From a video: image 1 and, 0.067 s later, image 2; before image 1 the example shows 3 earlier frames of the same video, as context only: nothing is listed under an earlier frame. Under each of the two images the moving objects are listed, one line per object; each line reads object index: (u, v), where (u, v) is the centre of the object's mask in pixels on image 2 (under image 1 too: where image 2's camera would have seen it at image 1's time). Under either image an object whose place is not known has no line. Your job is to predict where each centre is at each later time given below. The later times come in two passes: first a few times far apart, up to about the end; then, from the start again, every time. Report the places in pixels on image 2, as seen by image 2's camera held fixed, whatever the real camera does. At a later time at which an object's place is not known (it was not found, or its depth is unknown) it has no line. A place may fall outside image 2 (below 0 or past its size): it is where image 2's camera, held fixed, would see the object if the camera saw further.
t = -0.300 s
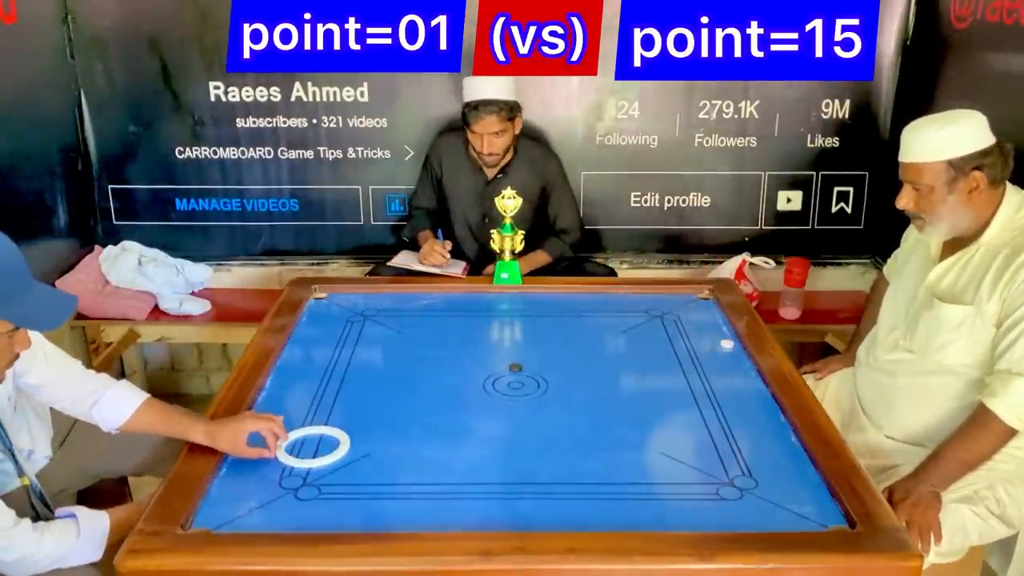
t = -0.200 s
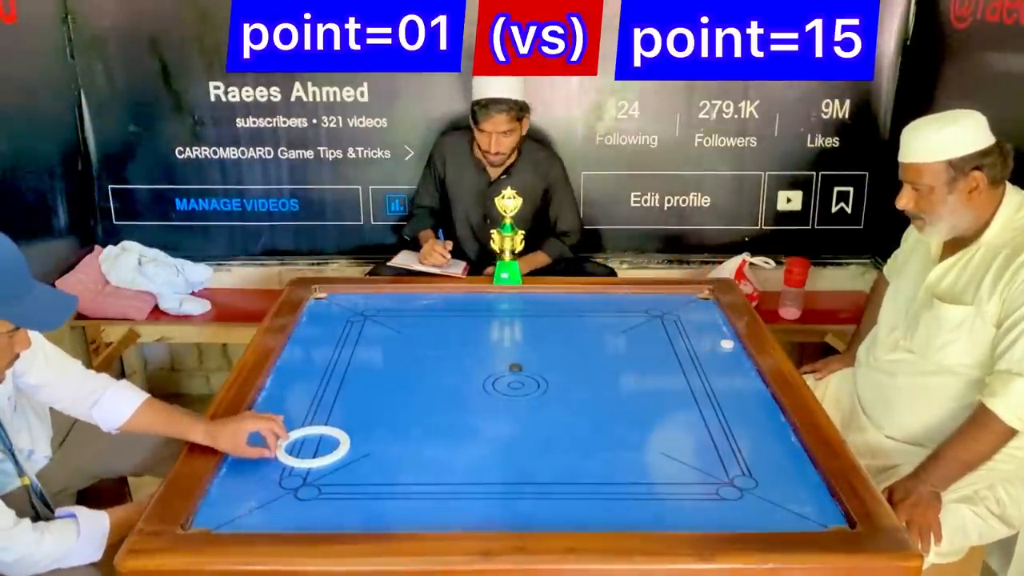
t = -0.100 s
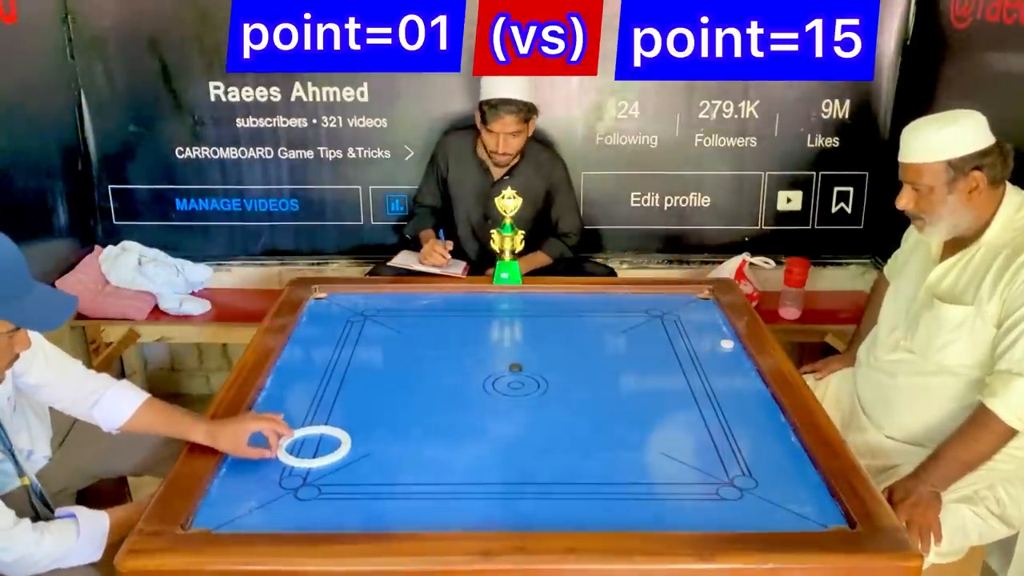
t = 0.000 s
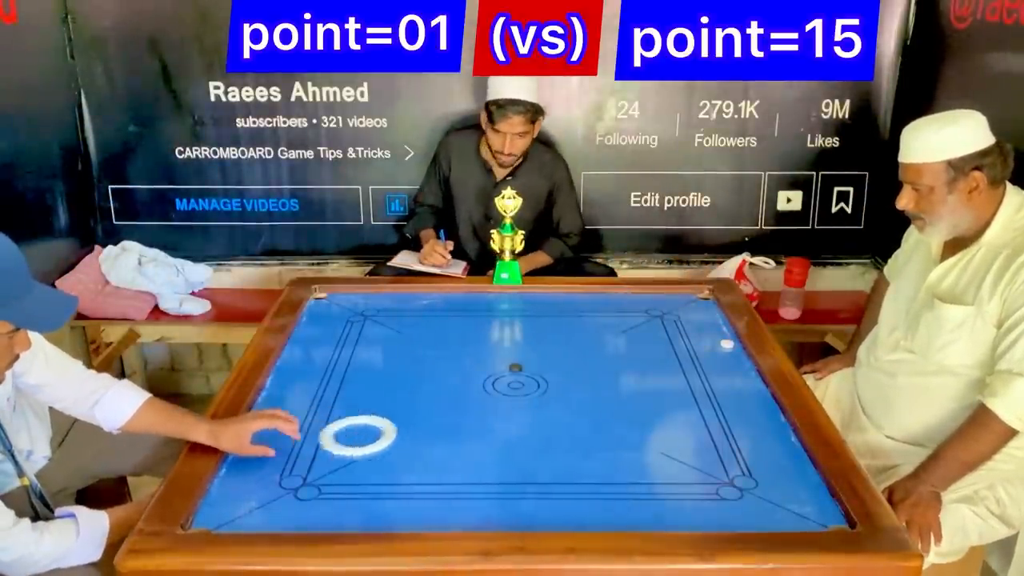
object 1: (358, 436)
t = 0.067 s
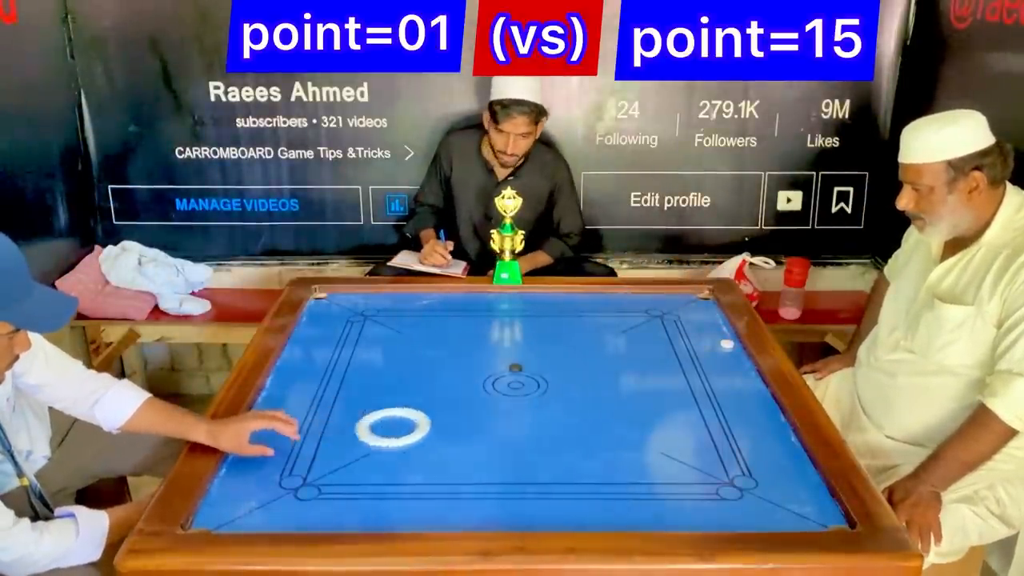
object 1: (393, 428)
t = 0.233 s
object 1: (473, 409)
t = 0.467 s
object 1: (571, 386)
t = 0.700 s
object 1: (656, 366)
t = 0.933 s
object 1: (710, 352)
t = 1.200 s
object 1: (657, 346)
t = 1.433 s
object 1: (613, 342)
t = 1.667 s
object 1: (574, 338)
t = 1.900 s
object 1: (537, 335)
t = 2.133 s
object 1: (502, 333)
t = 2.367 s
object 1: (470, 331)
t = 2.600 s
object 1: (439, 331)
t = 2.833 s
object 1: (410, 330)
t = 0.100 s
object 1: (409, 424)
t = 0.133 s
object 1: (426, 419)
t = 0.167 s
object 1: (441, 416)
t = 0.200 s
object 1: (457, 412)
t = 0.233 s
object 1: (473, 409)
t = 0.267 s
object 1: (488, 405)
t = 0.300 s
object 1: (502, 402)
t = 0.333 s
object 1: (517, 398)
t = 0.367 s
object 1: (531, 395)
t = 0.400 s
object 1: (544, 392)
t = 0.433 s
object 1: (558, 389)
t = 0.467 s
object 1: (571, 386)
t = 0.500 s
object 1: (584, 383)
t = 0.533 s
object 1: (597, 380)
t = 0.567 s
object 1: (609, 377)
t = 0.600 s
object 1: (621, 374)
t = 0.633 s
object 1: (633, 371)
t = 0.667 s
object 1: (645, 369)
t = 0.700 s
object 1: (656, 366)
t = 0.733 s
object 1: (668, 363)
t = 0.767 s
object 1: (679, 361)
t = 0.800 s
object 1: (690, 358)
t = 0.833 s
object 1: (700, 356)
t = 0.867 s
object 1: (710, 354)
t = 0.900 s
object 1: (717, 352)
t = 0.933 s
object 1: (710, 352)
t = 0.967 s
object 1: (703, 351)
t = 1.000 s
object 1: (696, 350)
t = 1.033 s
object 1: (690, 350)
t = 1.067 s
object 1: (683, 349)
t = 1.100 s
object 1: (676, 348)
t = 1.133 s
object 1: (669, 348)
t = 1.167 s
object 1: (663, 347)
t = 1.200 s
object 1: (657, 346)
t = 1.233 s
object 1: (650, 346)
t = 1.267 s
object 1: (644, 345)
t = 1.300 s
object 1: (638, 344)
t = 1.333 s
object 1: (631, 344)
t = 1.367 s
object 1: (625, 343)
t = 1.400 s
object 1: (619, 343)
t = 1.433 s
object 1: (613, 342)
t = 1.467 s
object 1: (607, 341)
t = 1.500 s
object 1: (602, 341)
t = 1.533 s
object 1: (596, 340)
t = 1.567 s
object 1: (591, 340)
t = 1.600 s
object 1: (585, 339)
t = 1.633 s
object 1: (579, 339)
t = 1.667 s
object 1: (574, 338)
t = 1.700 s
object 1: (568, 338)
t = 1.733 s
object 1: (563, 337)
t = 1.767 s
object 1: (558, 337)
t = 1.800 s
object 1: (552, 336)
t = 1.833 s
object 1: (547, 336)
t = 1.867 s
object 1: (542, 336)
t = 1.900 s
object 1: (537, 335)
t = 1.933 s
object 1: (532, 335)
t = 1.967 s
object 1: (527, 334)
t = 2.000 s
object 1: (522, 334)
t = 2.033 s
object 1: (517, 334)
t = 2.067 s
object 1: (512, 334)
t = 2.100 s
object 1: (507, 333)
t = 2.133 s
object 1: (502, 333)
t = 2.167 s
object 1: (497, 333)
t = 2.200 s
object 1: (493, 333)
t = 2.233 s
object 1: (488, 332)
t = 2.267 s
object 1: (483, 332)
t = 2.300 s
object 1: (479, 332)
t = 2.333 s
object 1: (474, 332)
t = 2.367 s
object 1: (470, 331)
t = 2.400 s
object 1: (465, 331)
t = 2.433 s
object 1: (461, 331)
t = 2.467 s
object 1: (456, 331)
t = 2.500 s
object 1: (452, 331)
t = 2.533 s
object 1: (448, 331)
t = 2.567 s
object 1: (443, 330)
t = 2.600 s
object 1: (439, 331)
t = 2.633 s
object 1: (435, 330)
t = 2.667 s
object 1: (431, 330)
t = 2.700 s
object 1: (426, 330)
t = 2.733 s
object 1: (422, 330)
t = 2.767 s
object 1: (418, 330)
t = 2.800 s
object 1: (414, 330)
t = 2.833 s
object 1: (410, 330)
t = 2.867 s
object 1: (406, 330)
